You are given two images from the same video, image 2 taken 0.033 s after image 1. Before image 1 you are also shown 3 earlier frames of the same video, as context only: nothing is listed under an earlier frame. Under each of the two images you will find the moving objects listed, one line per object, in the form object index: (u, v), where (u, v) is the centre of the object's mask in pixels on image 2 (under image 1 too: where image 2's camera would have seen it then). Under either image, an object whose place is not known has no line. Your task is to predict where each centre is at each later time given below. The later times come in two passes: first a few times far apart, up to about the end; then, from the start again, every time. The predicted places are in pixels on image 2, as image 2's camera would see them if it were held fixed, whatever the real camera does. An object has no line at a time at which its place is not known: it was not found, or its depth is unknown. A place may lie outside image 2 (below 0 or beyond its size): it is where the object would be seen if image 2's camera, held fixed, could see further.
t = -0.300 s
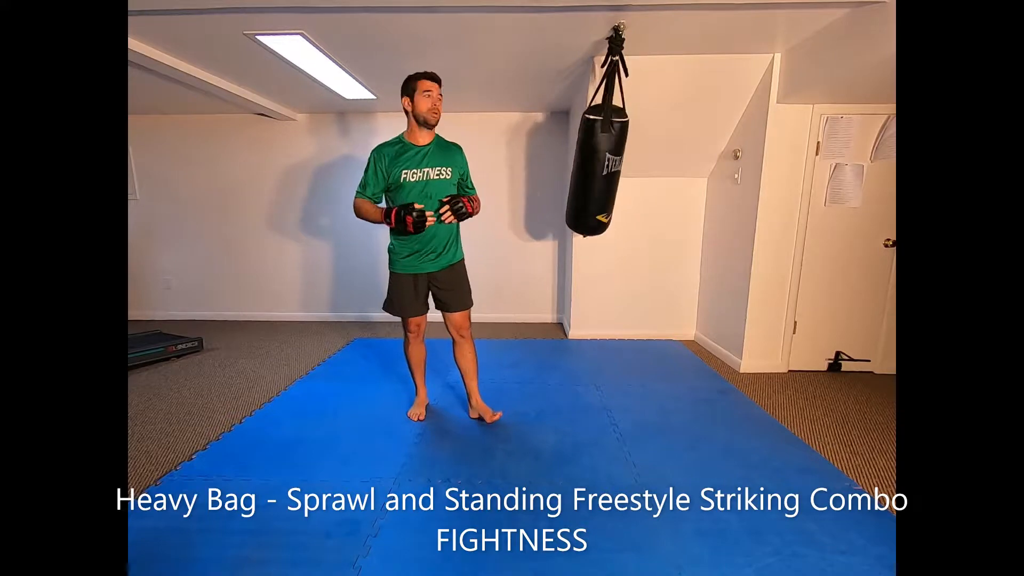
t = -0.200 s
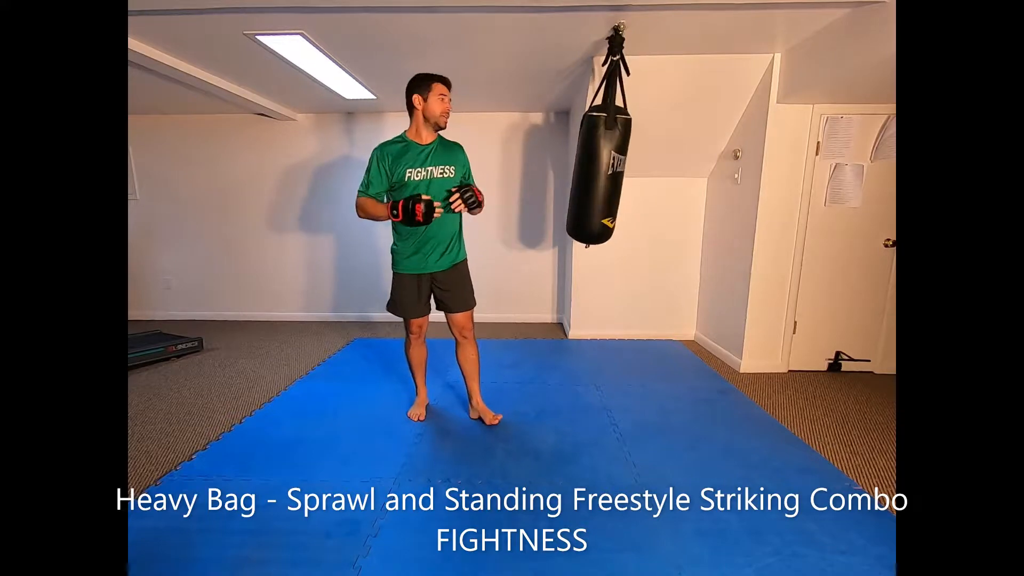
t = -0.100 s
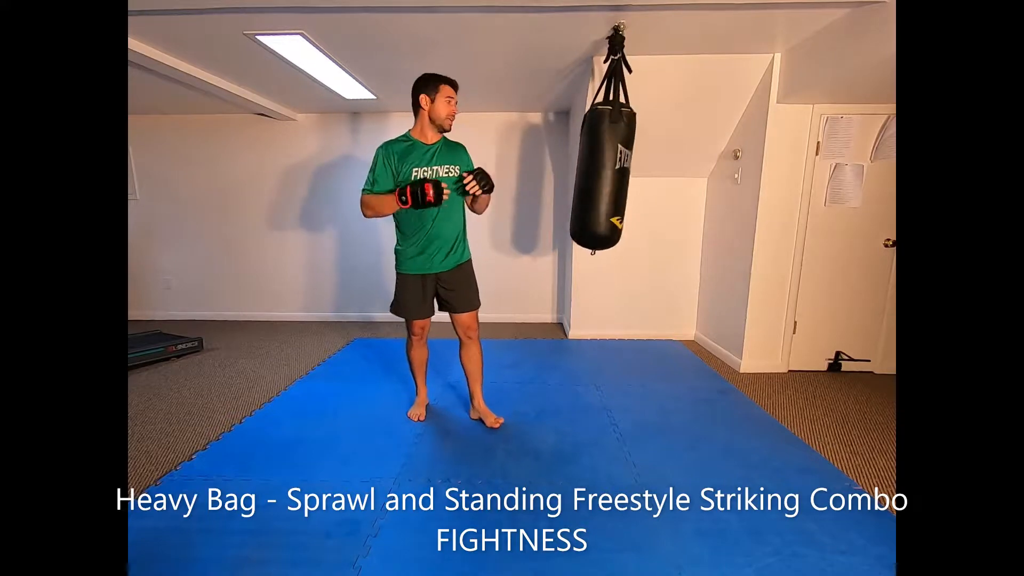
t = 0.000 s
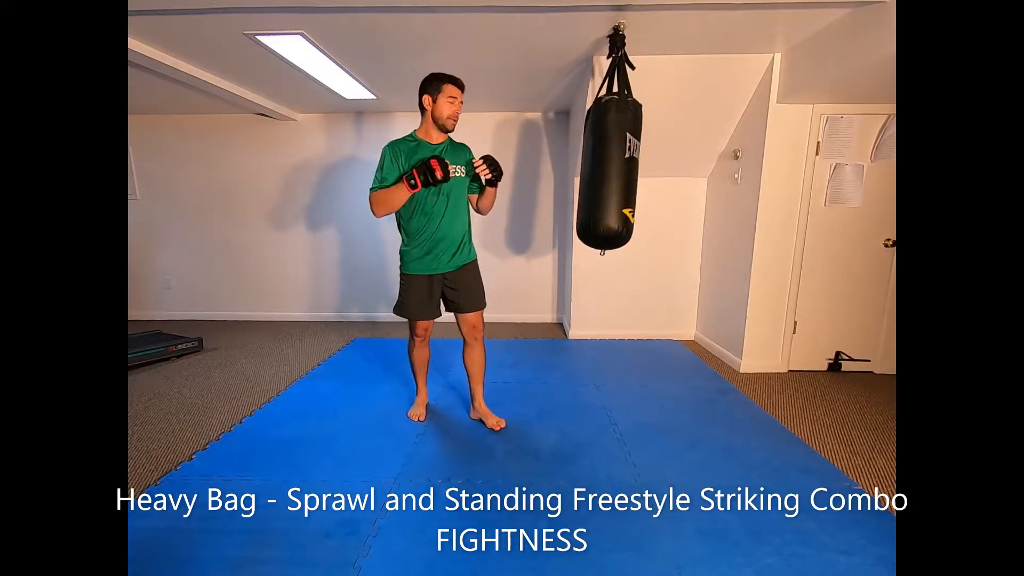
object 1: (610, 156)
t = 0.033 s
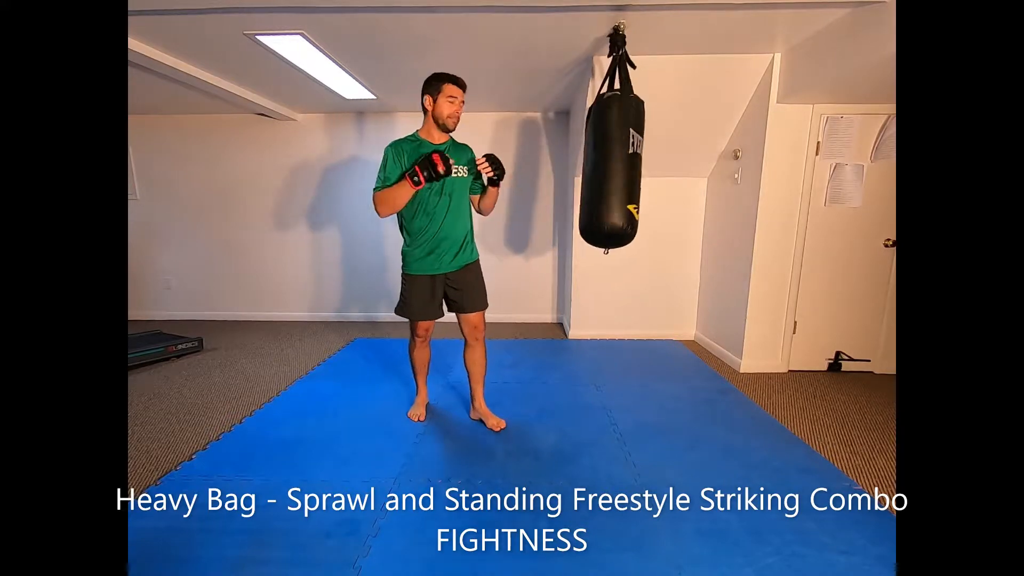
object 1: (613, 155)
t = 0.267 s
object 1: (632, 142)
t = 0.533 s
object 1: (642, 142)
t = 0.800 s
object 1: (628, 156)
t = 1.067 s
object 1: (610, 150)
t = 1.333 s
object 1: (599, 139)
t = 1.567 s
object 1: (596, 144)
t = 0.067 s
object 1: (615, 154)
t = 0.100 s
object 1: (618, 152)
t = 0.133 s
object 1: (621, 150)
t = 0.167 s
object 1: (624, 148)
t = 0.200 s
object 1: (627, 146)
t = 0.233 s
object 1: (630, 144)
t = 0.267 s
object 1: (632, 142)
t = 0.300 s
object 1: (635, 140)
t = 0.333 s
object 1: (637, 139)
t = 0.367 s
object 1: (639, 138)
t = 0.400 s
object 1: (640, 138)
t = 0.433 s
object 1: (641, 138)
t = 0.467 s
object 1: (642, 139)
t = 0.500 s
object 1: (642, 140)
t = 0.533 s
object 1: (642, 142)
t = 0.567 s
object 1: (641, 144)
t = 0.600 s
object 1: (640, 146)
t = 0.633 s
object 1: (639, 148)
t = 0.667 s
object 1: (637, 150)
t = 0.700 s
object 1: (635, 152)
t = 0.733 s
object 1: (633, 154)
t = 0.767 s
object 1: (631, 155)
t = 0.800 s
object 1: (628, 156)
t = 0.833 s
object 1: (626, 156)
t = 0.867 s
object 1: (623, 156)
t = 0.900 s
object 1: (621, 156)
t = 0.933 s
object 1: (618, 155)
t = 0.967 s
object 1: (616, 153)
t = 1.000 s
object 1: (614, 152)
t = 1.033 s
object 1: (612, 151)
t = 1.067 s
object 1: (610, 150)
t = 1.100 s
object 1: (608, 148)
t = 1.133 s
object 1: (606, 146)
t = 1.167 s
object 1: (605, 144)
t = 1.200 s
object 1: (603, 143)
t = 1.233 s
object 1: (602, 141)
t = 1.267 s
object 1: (600, 141)
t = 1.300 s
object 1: (600, 139)
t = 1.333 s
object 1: (599, 139)
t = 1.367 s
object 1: (598, 139)
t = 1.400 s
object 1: (597, 139)
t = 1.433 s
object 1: (597, 139)
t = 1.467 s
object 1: (596, 140)
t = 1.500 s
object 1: (596, 141)
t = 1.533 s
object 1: (596, 142)
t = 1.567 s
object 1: (596, 144)
